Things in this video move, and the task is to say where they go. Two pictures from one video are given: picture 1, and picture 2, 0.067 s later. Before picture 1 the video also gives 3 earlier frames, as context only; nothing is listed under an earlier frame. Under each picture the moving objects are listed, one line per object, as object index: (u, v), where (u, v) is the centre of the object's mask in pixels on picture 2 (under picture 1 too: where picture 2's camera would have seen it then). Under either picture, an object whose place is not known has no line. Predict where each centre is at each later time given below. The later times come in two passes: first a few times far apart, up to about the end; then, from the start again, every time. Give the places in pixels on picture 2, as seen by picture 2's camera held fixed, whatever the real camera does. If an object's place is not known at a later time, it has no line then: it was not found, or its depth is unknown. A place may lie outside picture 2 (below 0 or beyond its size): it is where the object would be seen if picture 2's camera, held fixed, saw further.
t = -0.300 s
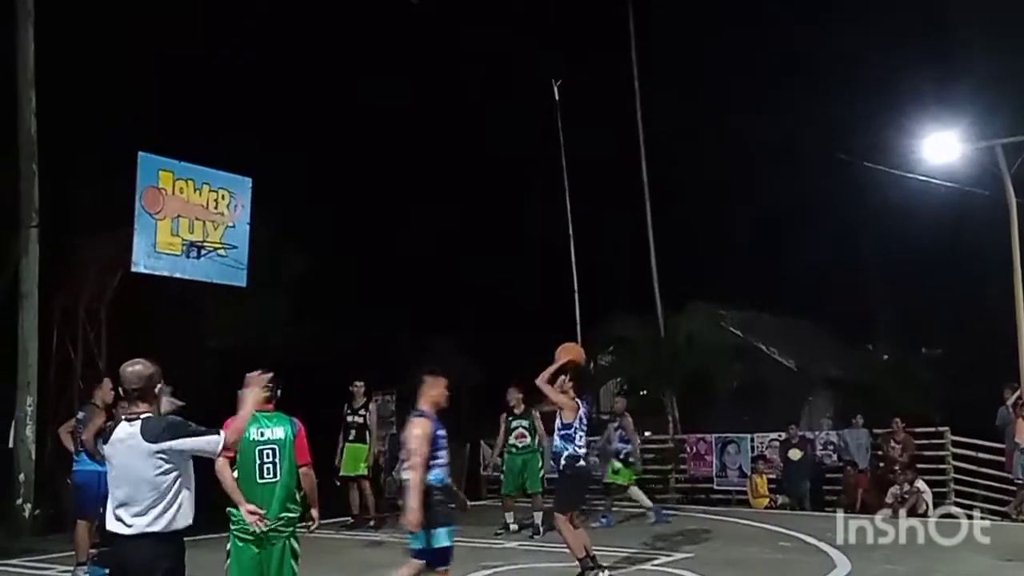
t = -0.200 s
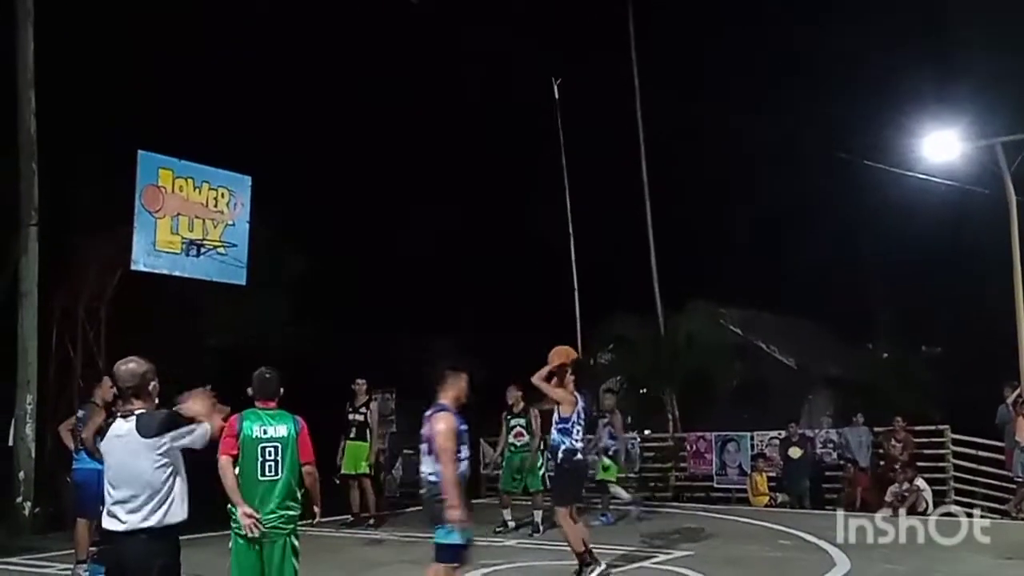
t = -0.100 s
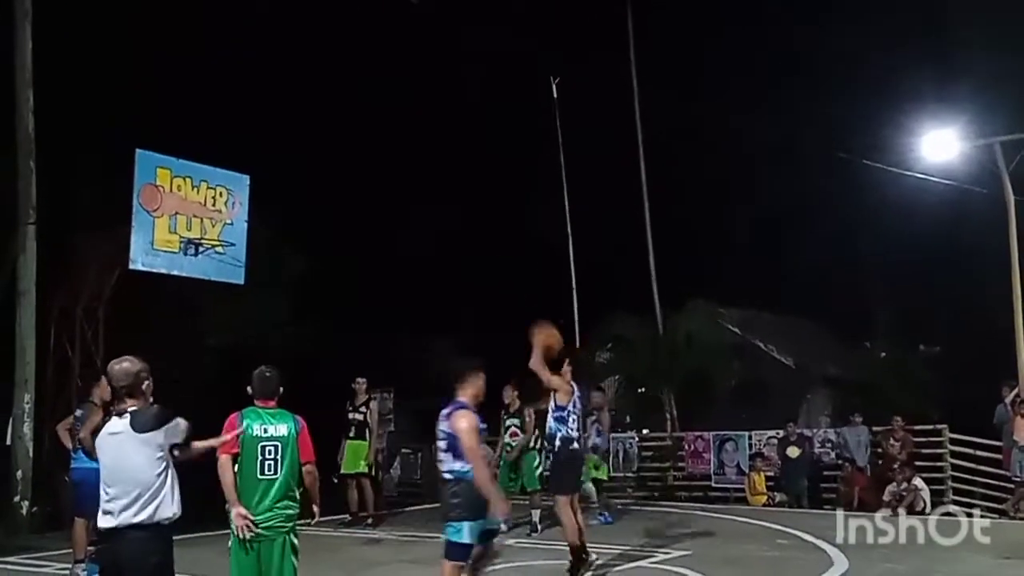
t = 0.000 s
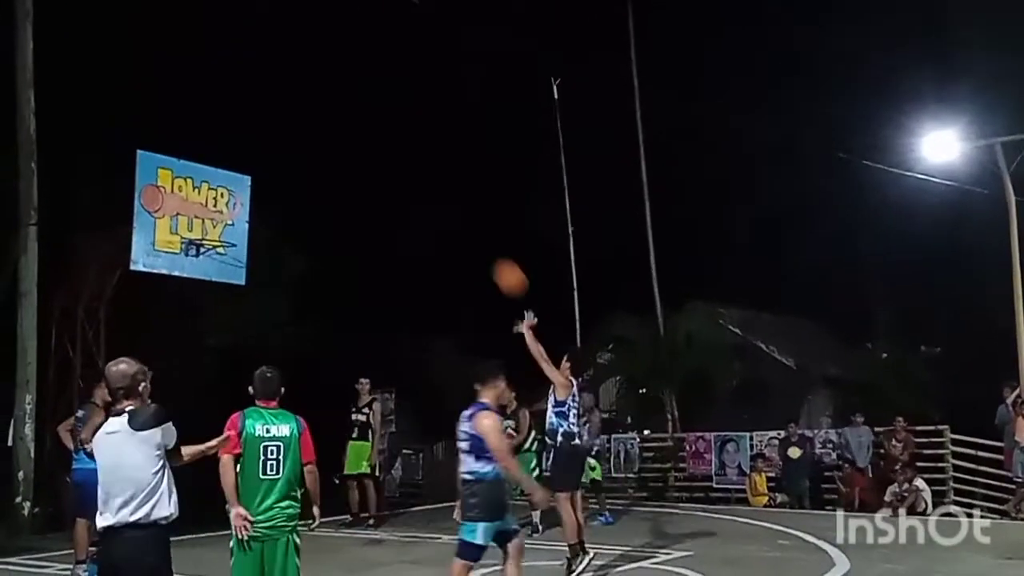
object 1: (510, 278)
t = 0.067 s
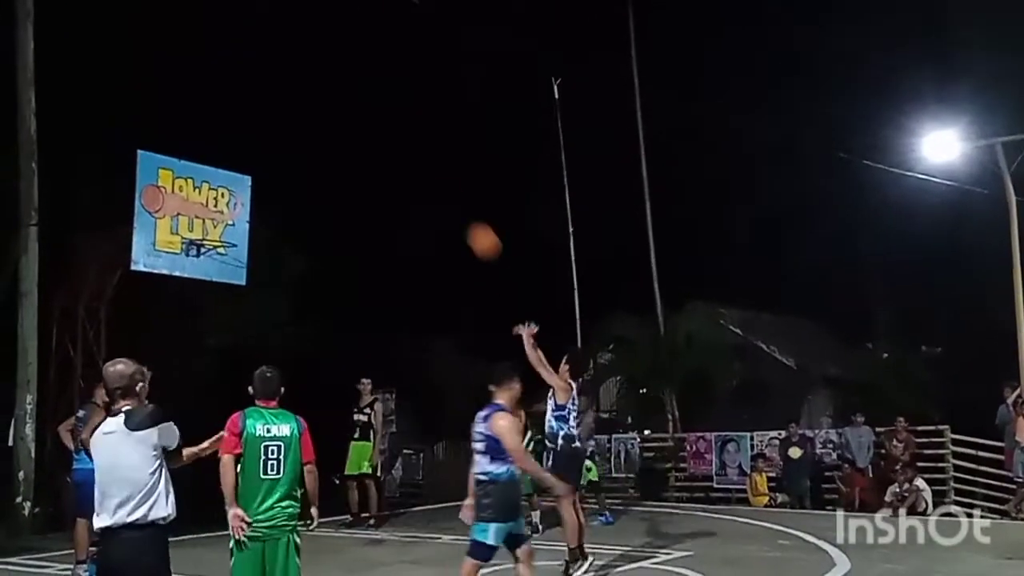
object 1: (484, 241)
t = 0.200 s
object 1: (433, 187)
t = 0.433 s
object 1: (353, 147)
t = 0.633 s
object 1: (293, 157)
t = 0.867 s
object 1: (231, 213)
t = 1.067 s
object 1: (214, 285)
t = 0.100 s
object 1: (470, 225)
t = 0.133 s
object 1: (458, 212)
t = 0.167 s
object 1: (445, 199)
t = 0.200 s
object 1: (433, 187)
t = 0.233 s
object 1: (421, 178)
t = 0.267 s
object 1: (409, 170)
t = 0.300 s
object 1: (398, 163)
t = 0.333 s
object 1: (386, 157)
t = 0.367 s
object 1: (375, 153)
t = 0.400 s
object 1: (364, 150)
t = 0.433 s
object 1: (353, 147)
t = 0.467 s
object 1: (342, 146)
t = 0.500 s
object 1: (332, 146)
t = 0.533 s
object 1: (322, 147)
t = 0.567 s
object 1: (312, 149)
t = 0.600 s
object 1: (302, 153)
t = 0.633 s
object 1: (293, 157)
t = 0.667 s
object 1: (283, 162)
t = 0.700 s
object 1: (274, 168)
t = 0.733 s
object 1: (265, 176)
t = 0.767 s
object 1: (257, 184)
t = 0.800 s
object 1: (248, 192)
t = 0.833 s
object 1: (239, 203)
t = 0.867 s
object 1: (231, 213)
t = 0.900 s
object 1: (221, 226)
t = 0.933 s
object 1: (213, 237)
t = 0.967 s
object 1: (203, 253)
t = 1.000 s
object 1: (199, 266)
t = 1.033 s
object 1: (207, 275)
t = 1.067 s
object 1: (214, 285)
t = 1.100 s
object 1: (222, 295)
